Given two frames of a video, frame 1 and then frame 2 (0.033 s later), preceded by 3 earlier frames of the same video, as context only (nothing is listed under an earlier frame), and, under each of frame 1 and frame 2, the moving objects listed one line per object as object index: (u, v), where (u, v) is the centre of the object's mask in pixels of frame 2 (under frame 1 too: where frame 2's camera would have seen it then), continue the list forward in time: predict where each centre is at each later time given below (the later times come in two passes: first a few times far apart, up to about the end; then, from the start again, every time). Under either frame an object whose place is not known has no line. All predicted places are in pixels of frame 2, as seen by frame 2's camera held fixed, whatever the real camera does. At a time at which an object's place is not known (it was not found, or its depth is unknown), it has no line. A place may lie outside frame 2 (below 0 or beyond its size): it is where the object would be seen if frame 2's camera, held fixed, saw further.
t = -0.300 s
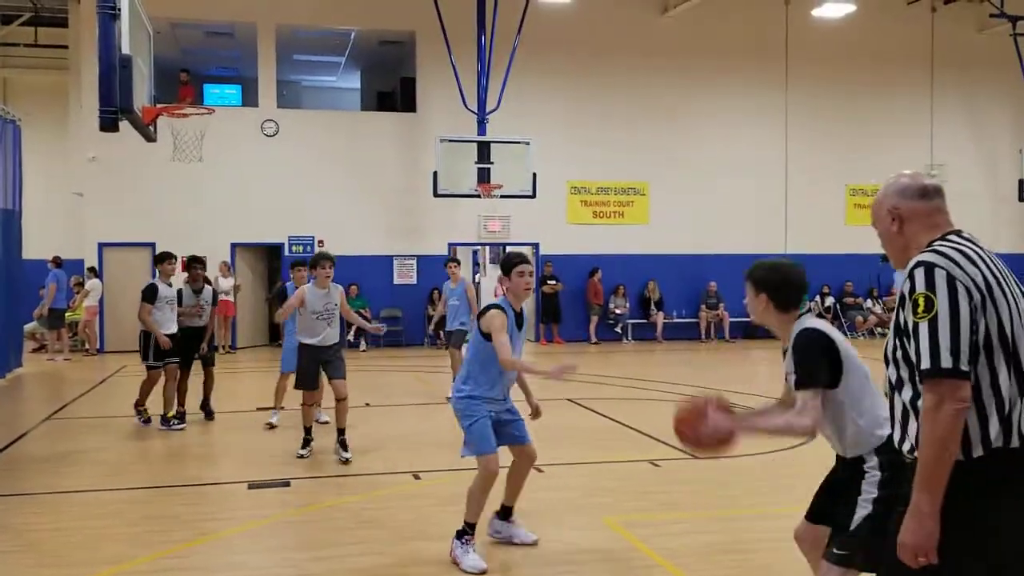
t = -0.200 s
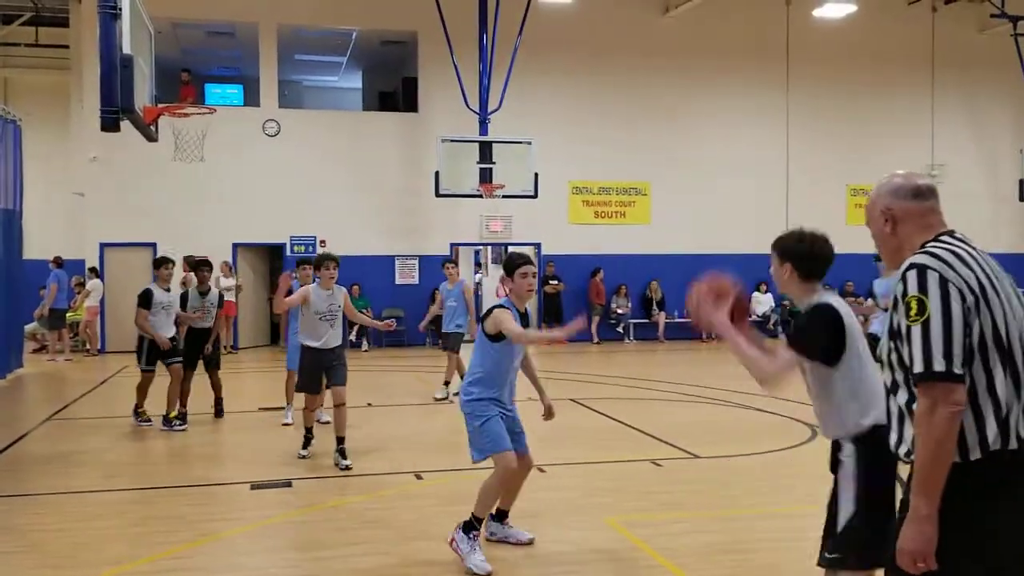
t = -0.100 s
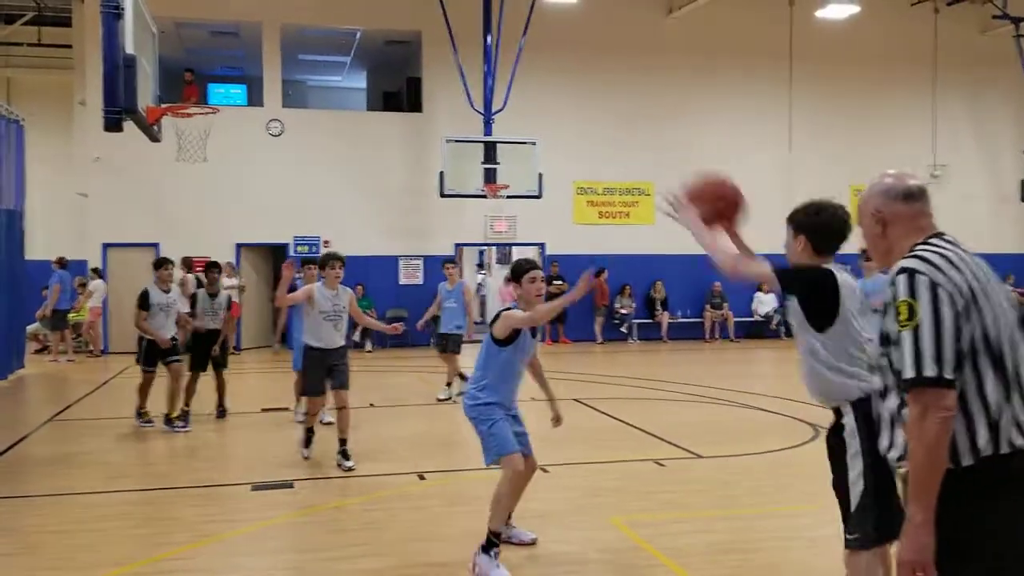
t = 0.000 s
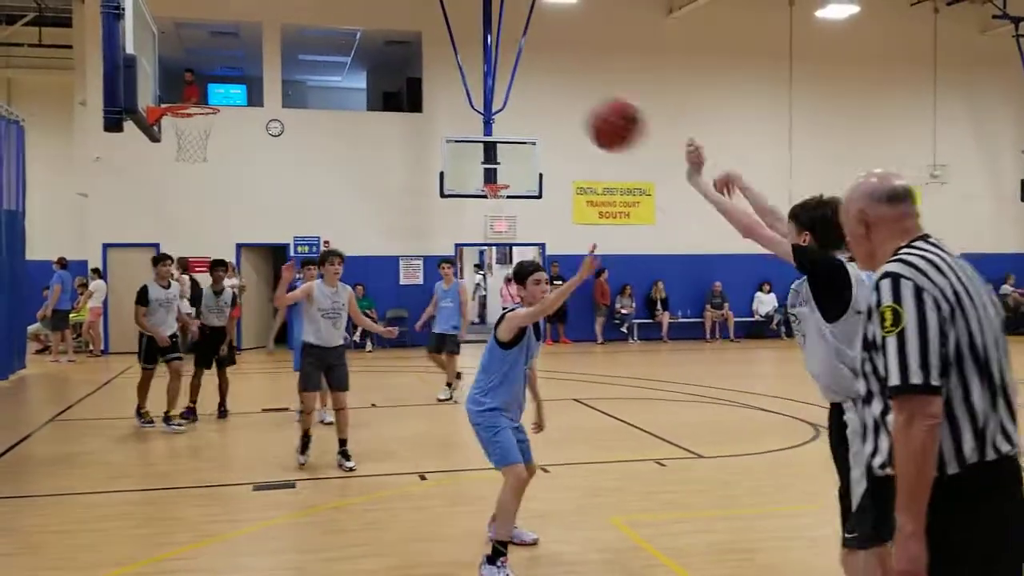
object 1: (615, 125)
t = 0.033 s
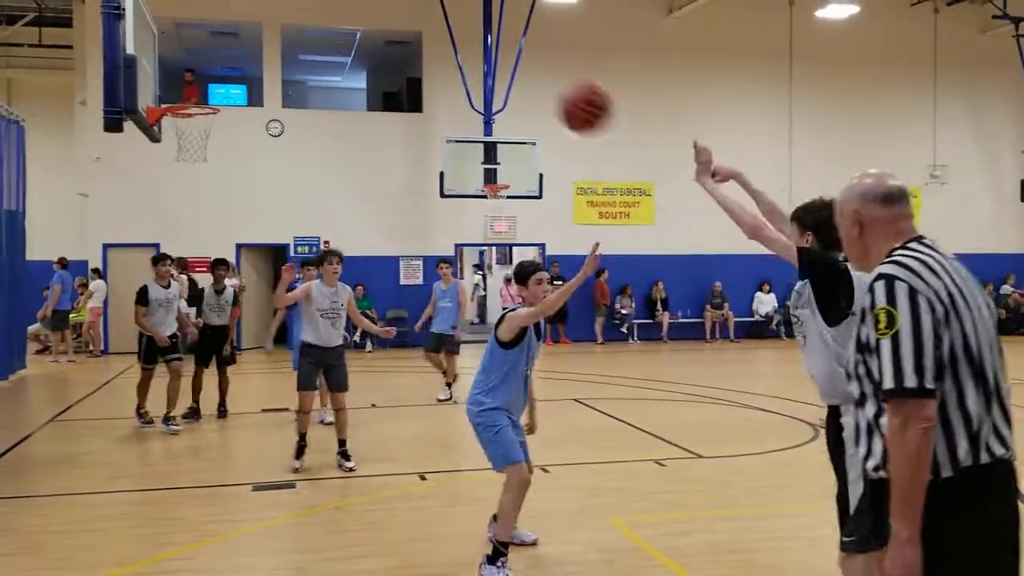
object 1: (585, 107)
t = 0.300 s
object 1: (399, 67)
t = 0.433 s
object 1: (335, 93)
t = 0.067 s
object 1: (558, 93)
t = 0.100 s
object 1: (531, 82)
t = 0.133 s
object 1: (506, 73)
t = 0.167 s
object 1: (482, 68)
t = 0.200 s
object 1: (458, 65)
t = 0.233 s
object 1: (438, 64)
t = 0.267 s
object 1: (418, 64)
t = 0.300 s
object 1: (399, 67)
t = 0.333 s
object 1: (382, 70)
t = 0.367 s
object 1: (367, 76)
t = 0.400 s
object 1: (351, 83)
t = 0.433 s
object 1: (335, 93)
